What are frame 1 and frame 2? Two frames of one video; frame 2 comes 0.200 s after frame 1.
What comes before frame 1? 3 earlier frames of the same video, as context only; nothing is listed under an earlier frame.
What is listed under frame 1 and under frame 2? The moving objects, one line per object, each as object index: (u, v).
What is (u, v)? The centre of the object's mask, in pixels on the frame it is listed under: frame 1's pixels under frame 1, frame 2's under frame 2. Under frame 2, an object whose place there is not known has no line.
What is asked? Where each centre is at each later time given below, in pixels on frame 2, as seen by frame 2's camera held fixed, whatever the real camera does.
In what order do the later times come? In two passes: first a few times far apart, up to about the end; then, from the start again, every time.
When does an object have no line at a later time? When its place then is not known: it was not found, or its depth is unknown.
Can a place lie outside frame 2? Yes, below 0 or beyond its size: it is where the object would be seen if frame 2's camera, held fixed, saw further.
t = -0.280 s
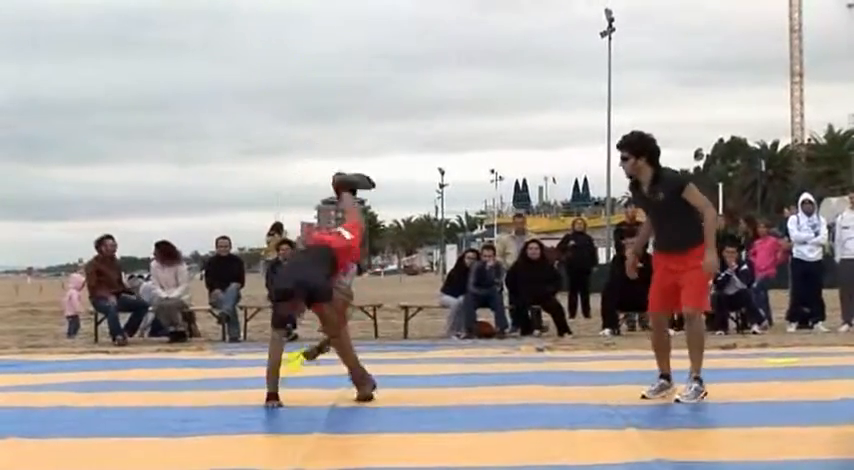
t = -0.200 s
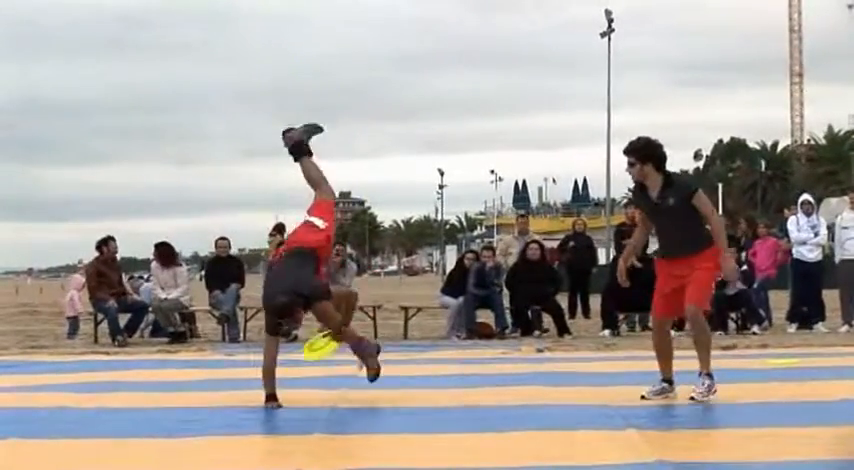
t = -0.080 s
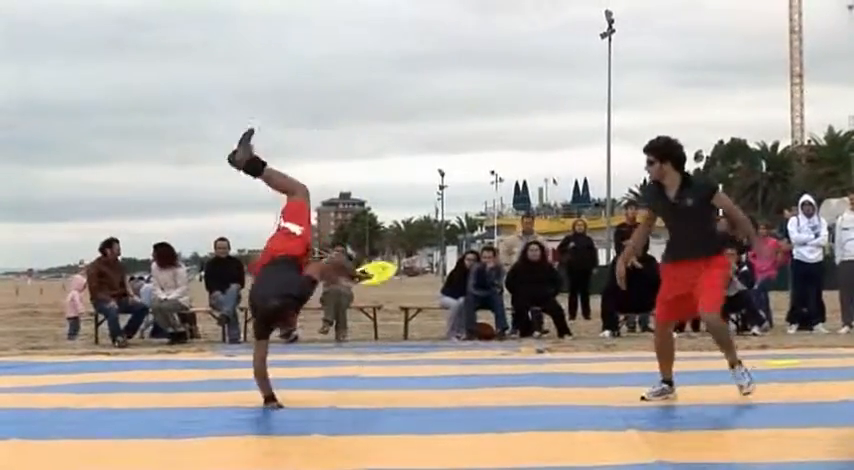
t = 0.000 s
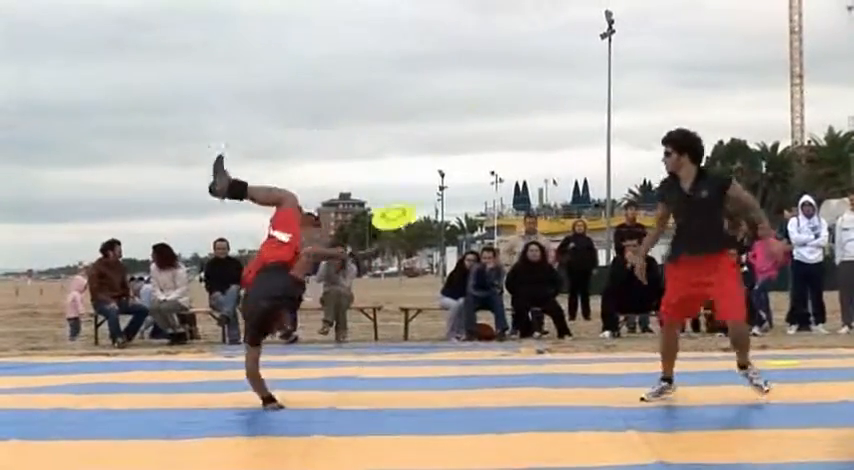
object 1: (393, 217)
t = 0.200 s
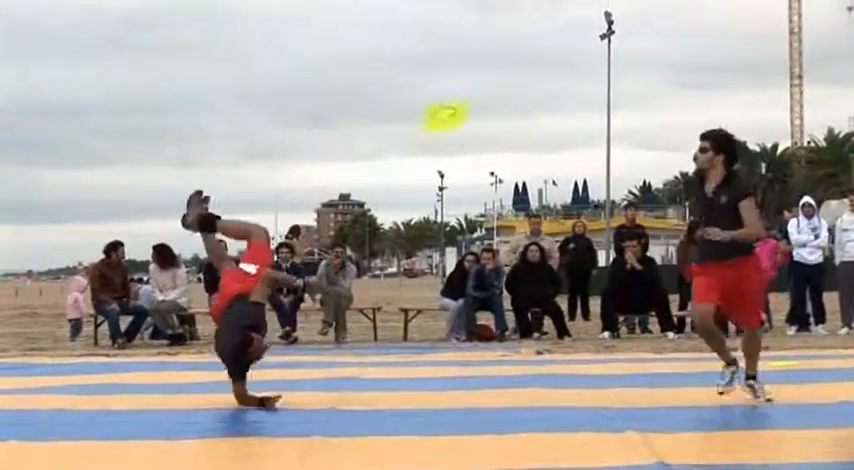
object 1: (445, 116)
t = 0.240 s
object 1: (454, 101)
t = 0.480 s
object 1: (509, 51)
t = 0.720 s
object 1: (551, 47)
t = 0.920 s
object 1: (575, 74)
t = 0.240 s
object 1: (454, 101)
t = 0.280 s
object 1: (464, 89)
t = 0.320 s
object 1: (472, 81)
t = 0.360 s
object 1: (482, 71)
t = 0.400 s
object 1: (492, 62)
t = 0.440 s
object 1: (501, 57)
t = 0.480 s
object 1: (509, 51)
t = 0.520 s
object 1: (517, 47)
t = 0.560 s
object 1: (524, 46)
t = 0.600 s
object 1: (531, 44)
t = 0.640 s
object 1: (539, 45)
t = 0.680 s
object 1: (545, 45)
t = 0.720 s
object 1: (551, 47)
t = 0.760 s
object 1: (556, 51)
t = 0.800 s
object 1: (563, 55)
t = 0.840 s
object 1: (567, 59)
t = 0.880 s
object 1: (572, 66)
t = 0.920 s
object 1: (575, 74)
